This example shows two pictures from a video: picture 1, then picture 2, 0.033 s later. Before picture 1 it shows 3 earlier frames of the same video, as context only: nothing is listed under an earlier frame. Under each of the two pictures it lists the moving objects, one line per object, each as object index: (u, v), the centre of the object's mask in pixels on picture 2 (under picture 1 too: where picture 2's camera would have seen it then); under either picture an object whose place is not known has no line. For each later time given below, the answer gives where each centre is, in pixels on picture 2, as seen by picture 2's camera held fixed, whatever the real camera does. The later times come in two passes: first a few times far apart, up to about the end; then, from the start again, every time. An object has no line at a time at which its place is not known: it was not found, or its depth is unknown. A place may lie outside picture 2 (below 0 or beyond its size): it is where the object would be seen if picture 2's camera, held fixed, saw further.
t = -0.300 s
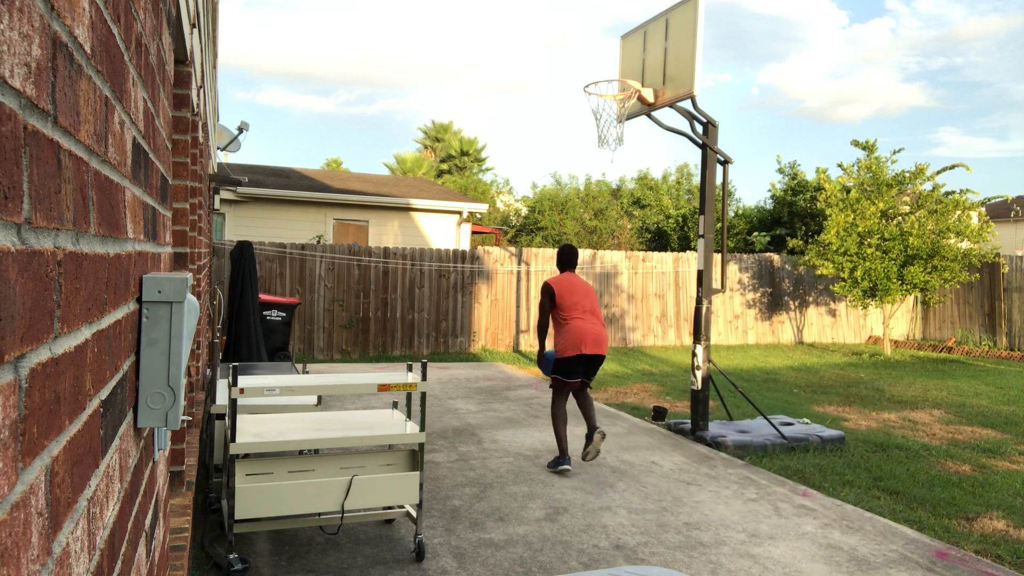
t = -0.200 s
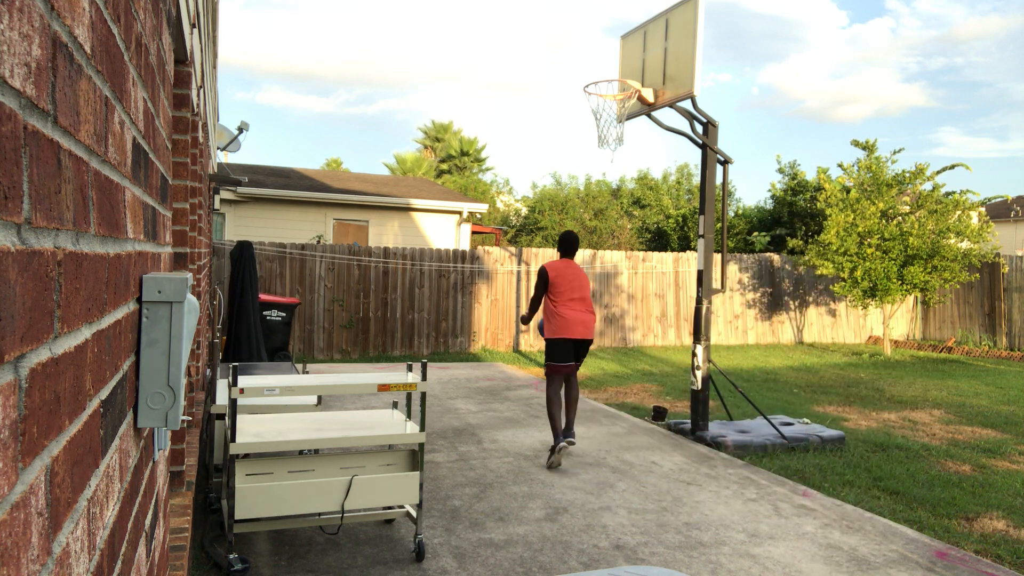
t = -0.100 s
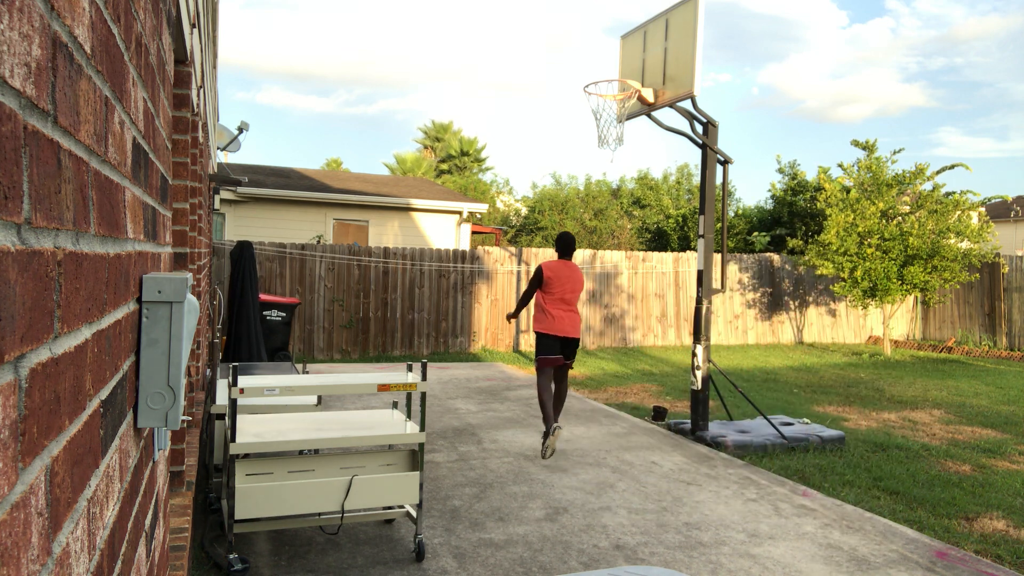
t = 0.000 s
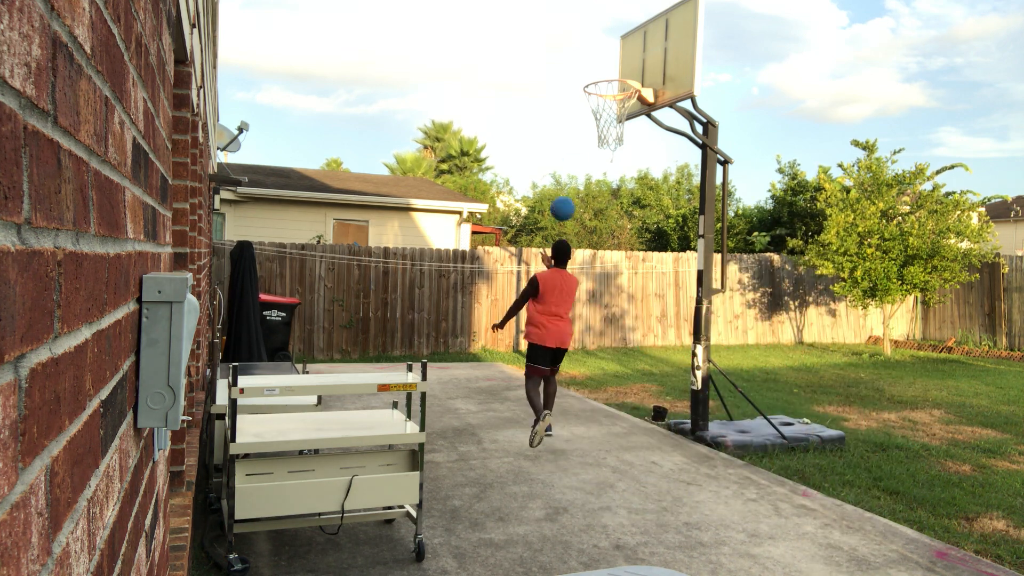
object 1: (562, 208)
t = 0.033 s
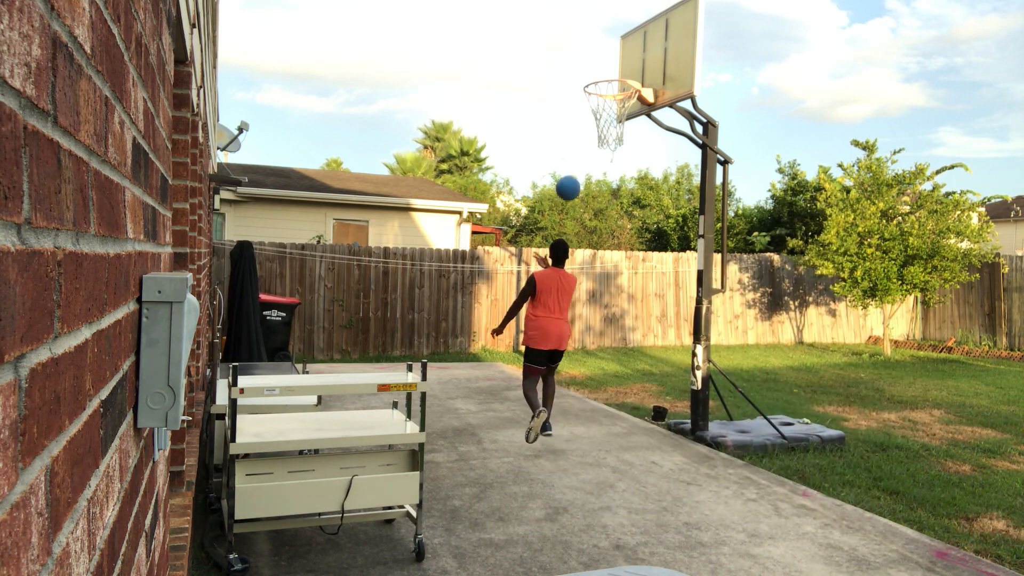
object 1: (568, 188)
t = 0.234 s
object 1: (599, 88)
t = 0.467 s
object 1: (630, 30)
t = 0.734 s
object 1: (624, 42)
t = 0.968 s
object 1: (600, 107)
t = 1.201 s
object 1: (595, 128)
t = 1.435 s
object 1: (601, 182)
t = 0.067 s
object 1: (573, 168)
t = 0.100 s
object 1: (579, 150)
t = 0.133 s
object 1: (584, 133)
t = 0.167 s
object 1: (589, 117)
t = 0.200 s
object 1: (594, 103)
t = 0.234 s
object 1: (599, 88)
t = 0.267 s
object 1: (605, 77)
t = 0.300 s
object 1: (610, 66)
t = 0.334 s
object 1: (616, 56)
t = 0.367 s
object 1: (621, 47)
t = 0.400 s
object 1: (626, 40)
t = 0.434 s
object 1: (630, 34)
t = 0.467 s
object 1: (630, 30)
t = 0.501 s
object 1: (629, 27)
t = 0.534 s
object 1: (629, 25)
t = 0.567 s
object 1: (628, 25)
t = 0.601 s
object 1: (627, 26)
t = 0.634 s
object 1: (627, 28)
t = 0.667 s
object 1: (626, 31)
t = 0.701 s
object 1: (625, 36)
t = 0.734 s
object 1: (624, 42)
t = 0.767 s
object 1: (623, 49)
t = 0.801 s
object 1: (623, 58)
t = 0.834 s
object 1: (621, 67)
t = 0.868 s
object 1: (619, 78)
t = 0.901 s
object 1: (613, 87)
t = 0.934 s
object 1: (606, 96)
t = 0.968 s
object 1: (600, 107)
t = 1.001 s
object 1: (595, 115)
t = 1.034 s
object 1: (592, 118)
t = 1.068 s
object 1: (592, 119)
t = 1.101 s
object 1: (592, 120)
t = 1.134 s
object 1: (593, 122)
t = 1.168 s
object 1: (594, 125)
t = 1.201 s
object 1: (595, 128)
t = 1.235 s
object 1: (596, 133)
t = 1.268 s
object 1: (597, 138)
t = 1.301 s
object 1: (598, 144)
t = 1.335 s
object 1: (599, 151)
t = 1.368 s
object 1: (600, 160)
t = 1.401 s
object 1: (600, 170)
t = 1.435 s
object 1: (601, 182)
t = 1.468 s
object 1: (601, 194)
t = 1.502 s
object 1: (601, 207)
